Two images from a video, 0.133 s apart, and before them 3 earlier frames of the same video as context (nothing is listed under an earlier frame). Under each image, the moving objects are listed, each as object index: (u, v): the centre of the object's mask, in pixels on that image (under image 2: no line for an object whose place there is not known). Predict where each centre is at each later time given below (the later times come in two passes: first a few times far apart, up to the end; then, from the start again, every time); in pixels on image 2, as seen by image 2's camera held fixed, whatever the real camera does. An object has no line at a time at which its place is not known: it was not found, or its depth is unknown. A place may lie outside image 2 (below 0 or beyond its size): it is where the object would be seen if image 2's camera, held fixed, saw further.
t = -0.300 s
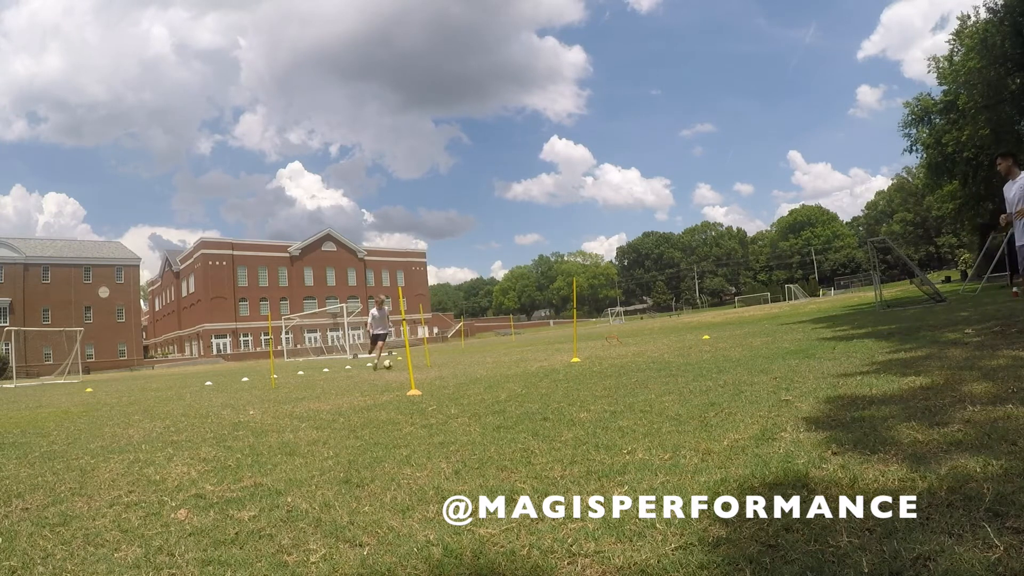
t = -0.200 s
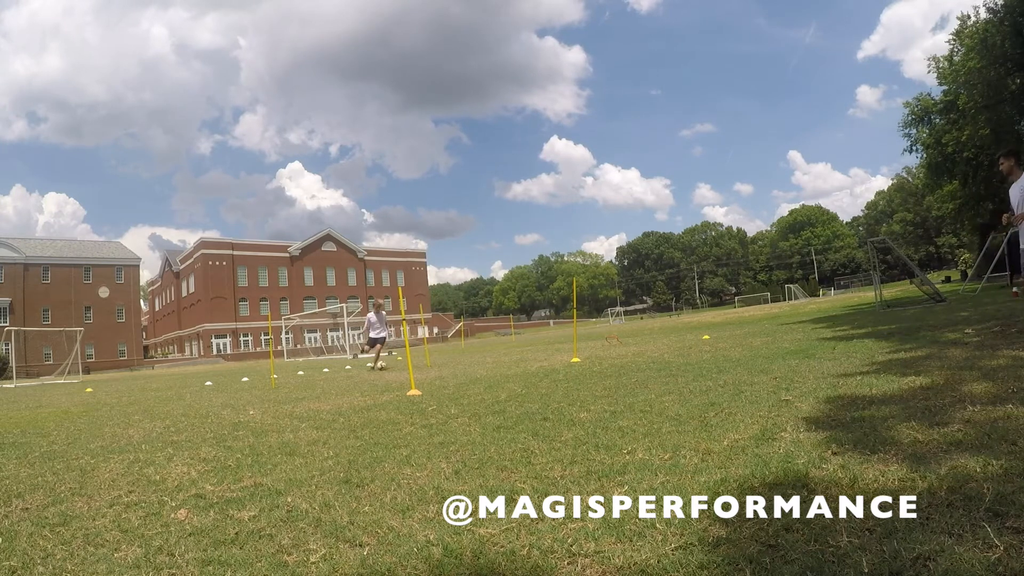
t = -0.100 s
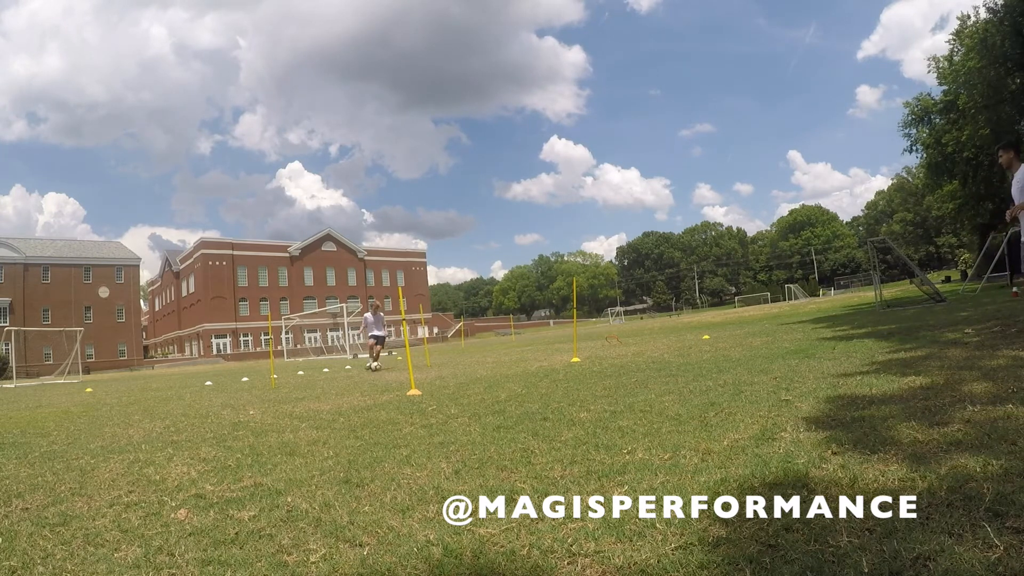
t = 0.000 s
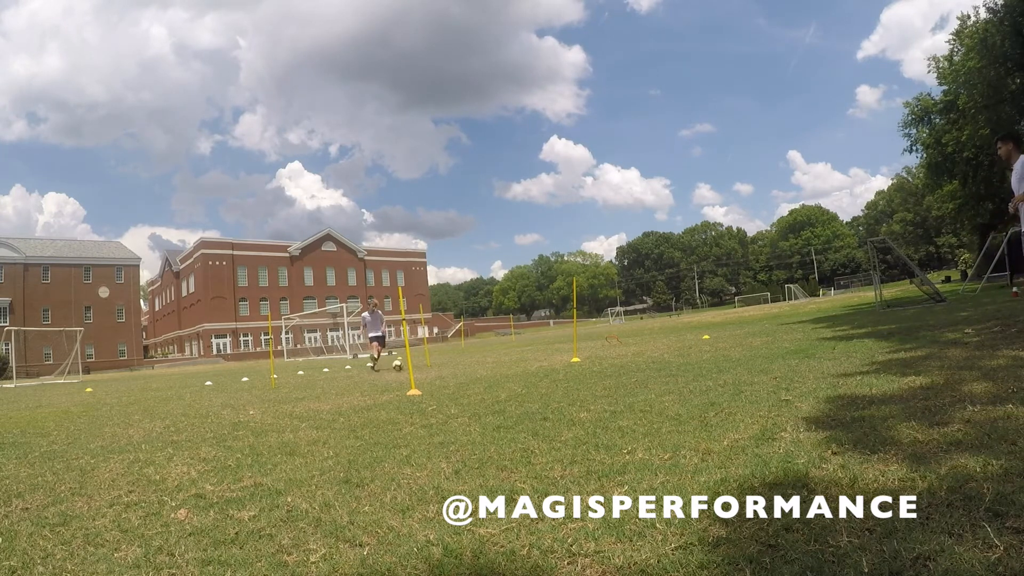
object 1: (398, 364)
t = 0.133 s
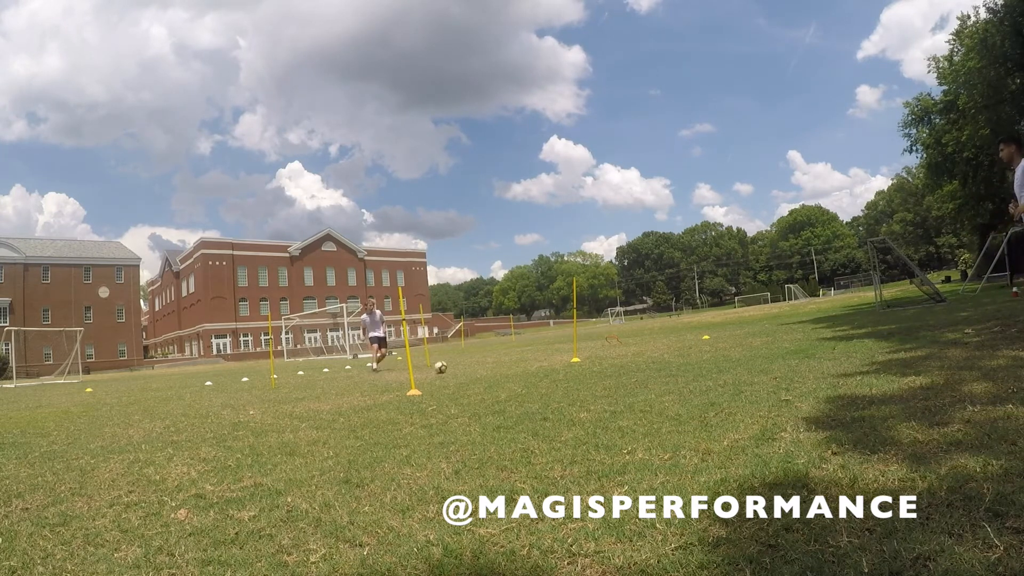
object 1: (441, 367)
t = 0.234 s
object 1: (475, 363)
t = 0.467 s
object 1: (576, 363)
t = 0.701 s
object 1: (697, 355)
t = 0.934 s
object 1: (845, 350)
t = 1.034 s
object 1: (915, 339)
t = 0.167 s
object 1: (451, 365)
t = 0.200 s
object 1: (463, 364)
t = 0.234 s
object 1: (475, 363)
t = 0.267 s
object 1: (488, 364)
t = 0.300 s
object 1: (503, 365)
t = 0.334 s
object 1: (518, 366)
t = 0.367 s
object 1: (531, 364)
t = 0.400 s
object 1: (545, 363)
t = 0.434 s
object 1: (560, 362)
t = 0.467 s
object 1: (576, 363)
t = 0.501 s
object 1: (592, 363)
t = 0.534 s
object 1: (608, 362)
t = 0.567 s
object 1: (625, 362)
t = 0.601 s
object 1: (643, 362)
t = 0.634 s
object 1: (660, 360)
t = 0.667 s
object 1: (678, 357)
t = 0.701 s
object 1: (697, 355)
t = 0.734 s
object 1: (716, 355)
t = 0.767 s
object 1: (736, 354)
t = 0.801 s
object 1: (757, 355)
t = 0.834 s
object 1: (779, 357)
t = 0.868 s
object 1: (800, 353)
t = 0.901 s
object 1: (823, 352)
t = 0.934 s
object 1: (845, 350)
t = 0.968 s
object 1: (870, 349)
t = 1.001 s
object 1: (892, 344)
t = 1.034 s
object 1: (915, 339)
